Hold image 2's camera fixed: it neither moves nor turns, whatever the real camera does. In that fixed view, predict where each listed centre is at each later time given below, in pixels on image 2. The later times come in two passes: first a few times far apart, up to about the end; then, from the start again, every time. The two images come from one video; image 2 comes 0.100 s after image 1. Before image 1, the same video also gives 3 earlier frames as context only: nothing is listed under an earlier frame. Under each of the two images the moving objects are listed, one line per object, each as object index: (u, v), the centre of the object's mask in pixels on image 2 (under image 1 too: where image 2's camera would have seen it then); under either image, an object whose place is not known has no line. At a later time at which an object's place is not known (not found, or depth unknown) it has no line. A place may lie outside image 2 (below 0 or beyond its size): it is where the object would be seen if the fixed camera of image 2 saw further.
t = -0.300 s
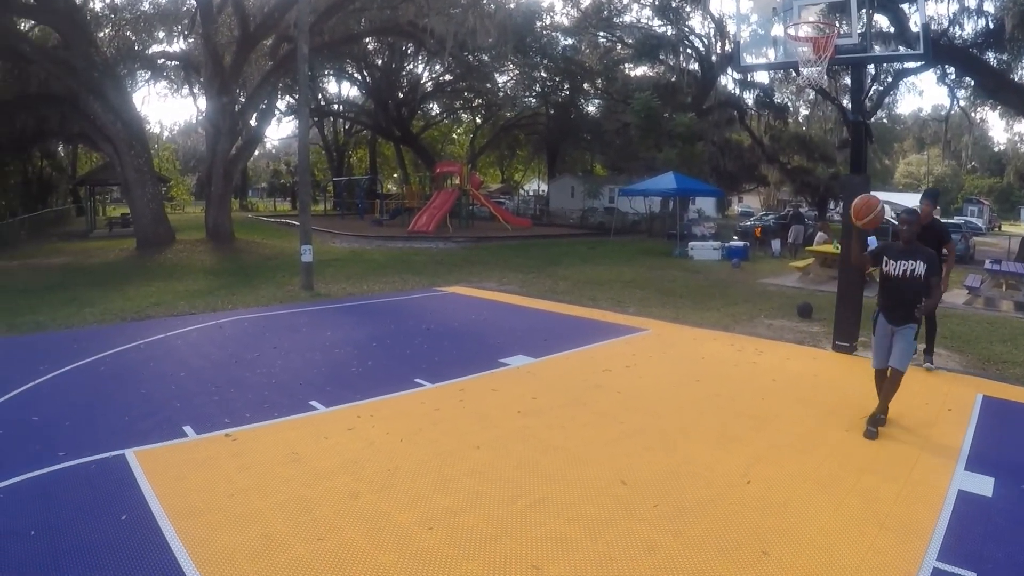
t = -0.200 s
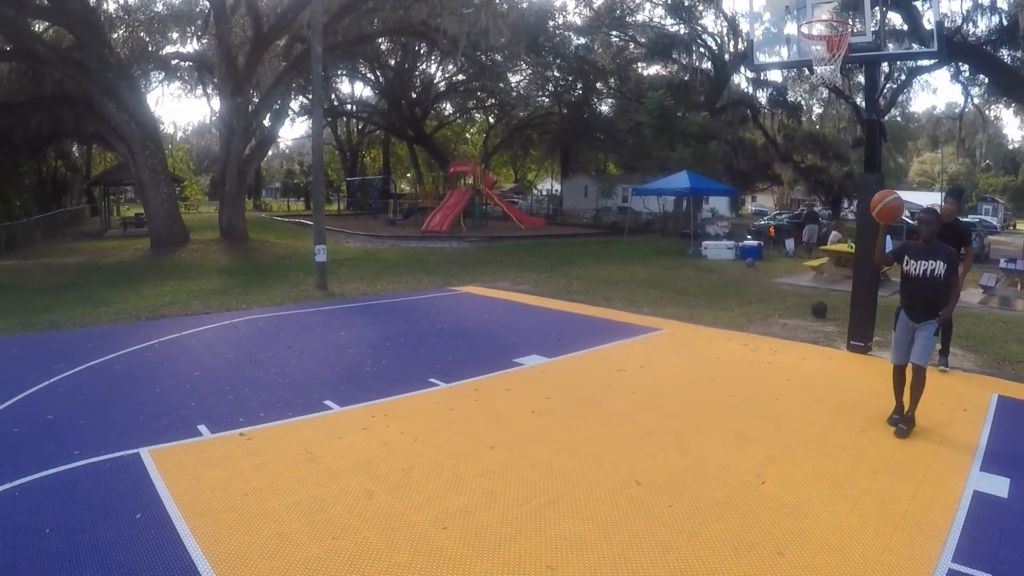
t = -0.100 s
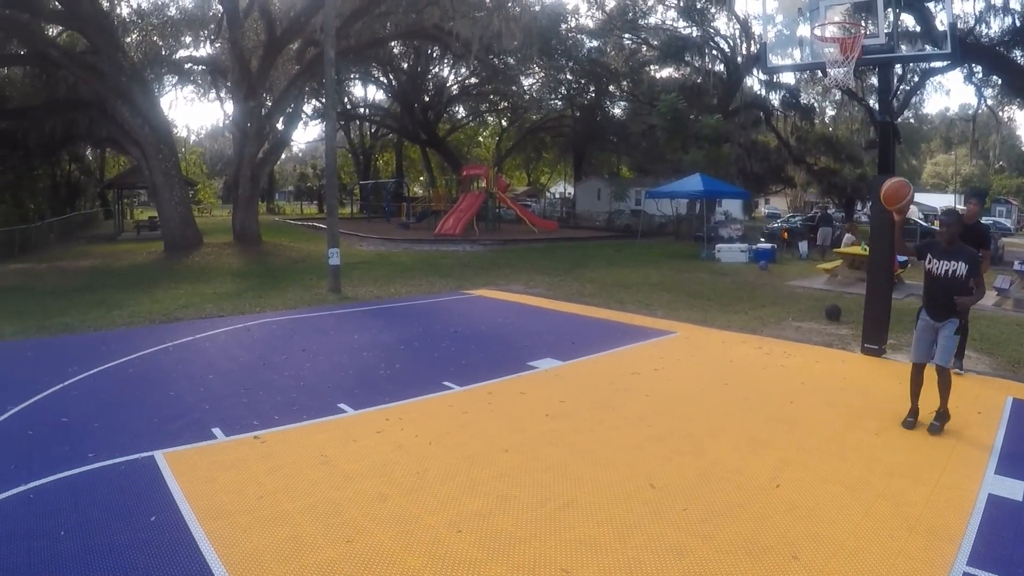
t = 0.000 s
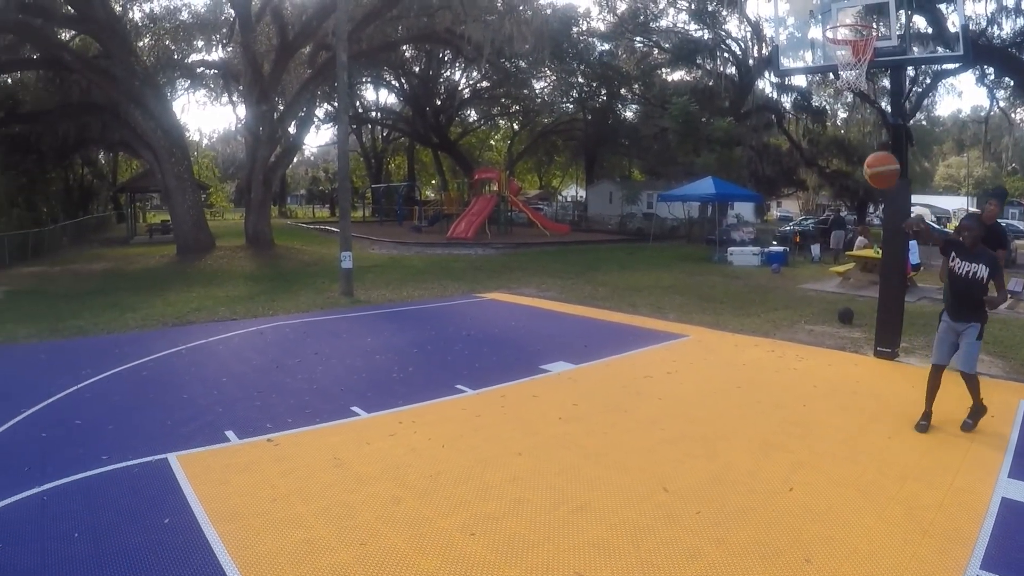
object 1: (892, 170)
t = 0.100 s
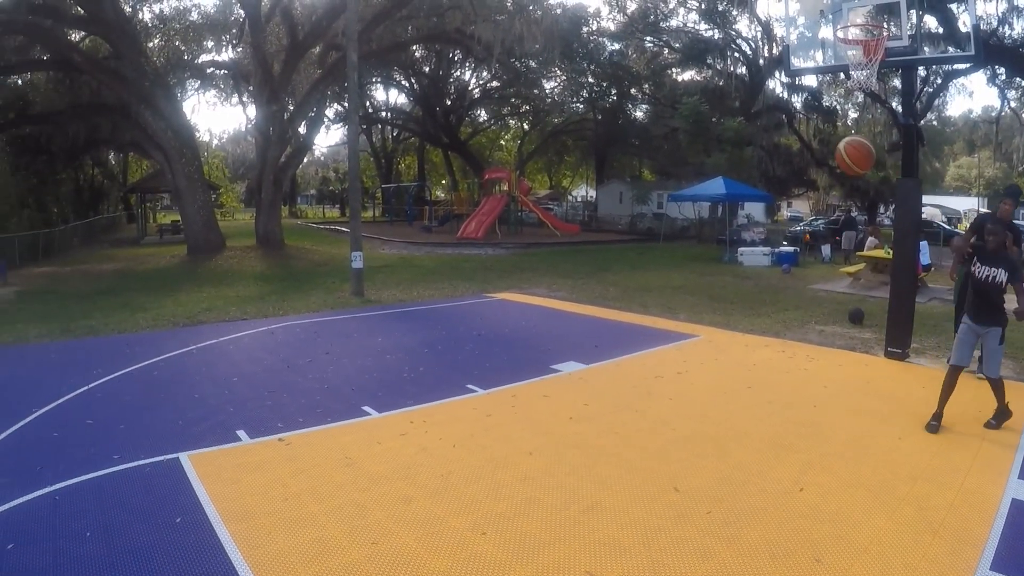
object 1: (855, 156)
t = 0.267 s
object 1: (781, 166)
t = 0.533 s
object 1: (605, 318)
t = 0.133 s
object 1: (842, 154)
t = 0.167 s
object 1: (828, 153)
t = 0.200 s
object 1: (813, 155)
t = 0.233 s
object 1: (797, 159)
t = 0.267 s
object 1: (781, 166)
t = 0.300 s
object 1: (764, 174)
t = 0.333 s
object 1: (745, 186)
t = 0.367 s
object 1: (724, 200)
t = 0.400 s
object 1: (704, 218)
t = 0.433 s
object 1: (681, 238)
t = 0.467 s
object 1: (657, 261)
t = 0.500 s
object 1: (631, 288)
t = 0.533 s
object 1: (605, 318)
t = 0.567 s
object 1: (577, 351)
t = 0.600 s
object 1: (549, 386)
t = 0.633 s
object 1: (522, 424)
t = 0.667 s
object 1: (493, 463)
